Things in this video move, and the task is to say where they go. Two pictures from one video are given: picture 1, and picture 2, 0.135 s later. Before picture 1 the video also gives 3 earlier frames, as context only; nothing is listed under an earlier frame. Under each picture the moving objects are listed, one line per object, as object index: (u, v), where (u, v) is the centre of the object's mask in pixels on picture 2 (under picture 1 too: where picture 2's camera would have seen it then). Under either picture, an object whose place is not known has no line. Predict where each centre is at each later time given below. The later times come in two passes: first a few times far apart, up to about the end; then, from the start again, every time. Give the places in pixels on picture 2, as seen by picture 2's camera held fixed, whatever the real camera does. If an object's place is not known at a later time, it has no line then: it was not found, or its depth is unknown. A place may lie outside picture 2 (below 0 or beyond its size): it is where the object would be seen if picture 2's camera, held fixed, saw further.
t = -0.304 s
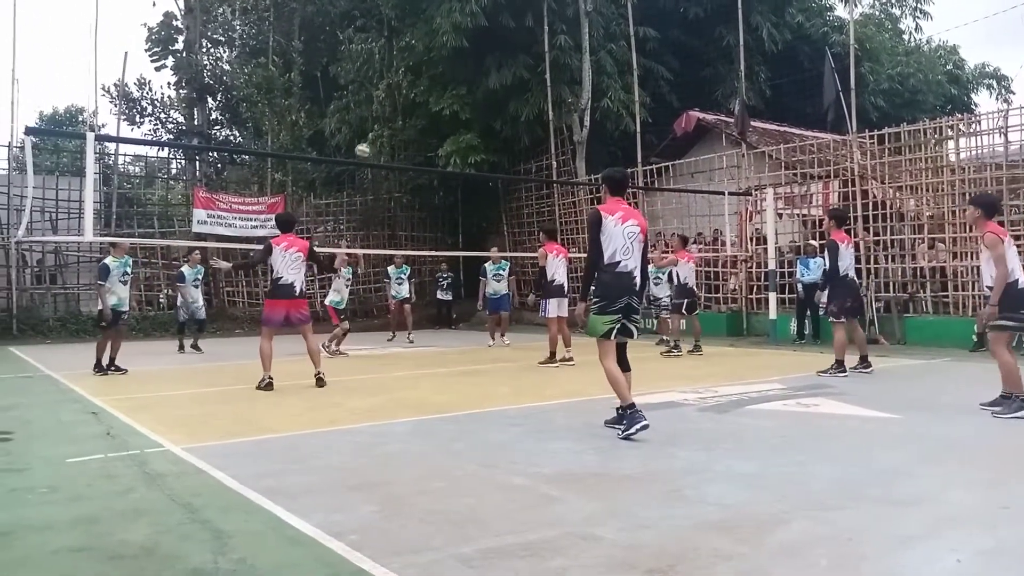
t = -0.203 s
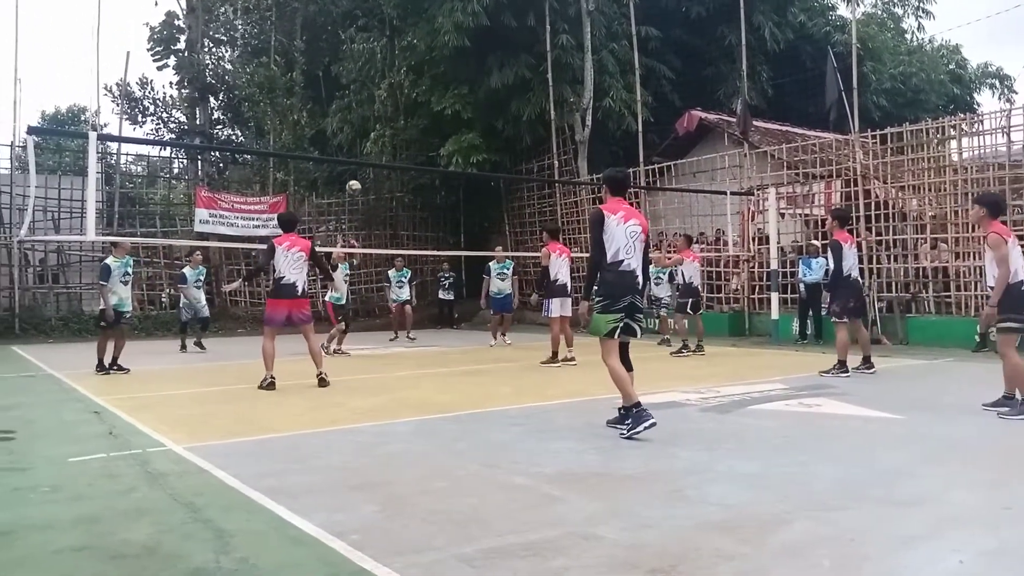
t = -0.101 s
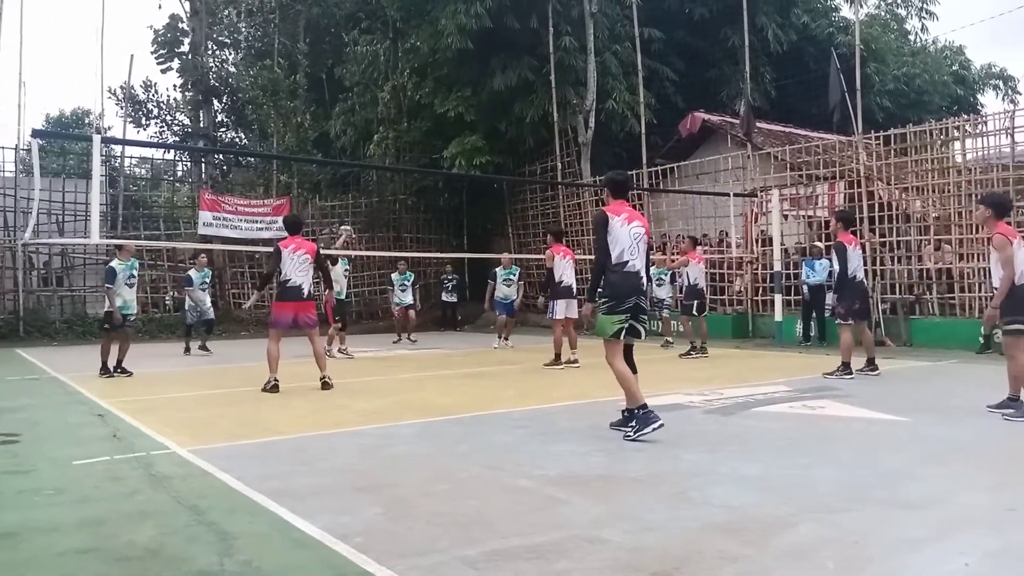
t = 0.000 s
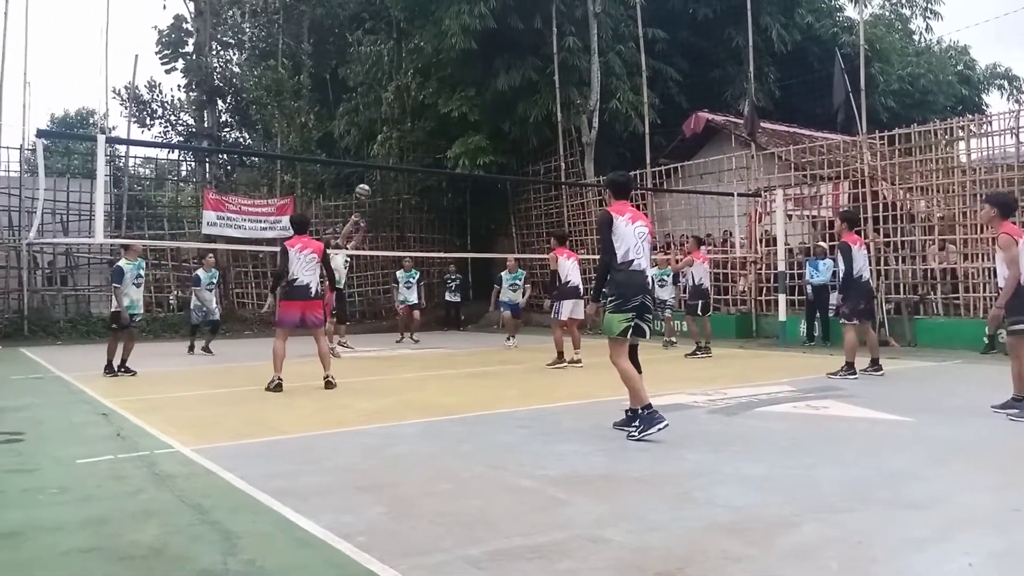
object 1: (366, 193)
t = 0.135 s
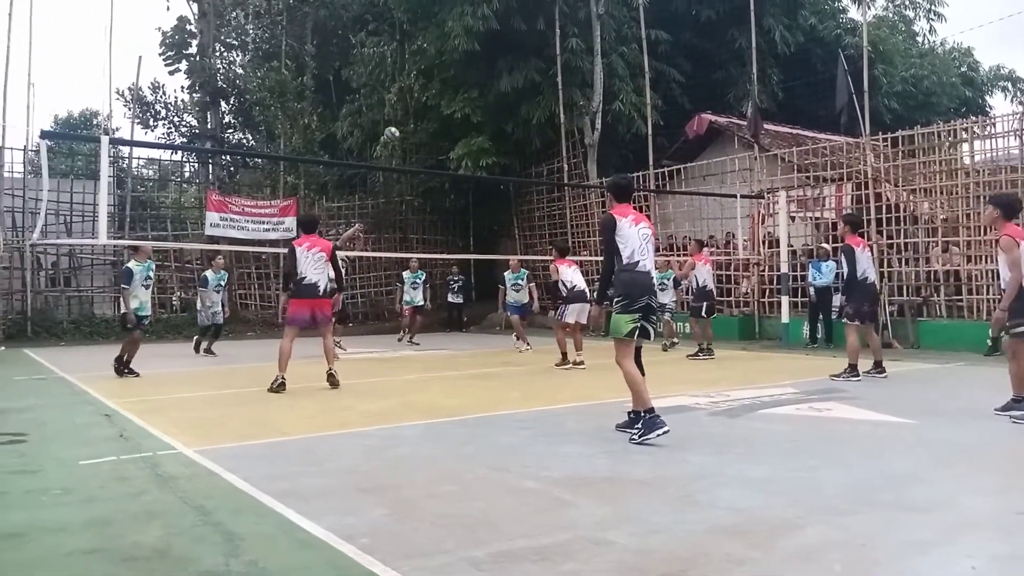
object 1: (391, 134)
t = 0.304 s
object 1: (424, 78)
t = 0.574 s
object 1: (473, 30)
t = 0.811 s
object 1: (515, 29)
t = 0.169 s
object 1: (398, 121)
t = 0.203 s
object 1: (404, 109)
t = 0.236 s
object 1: (410, 98)
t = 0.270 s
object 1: (417, 88)
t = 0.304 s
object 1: (424, 78)
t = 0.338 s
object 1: (429, 70)
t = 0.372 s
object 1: (436, 62)
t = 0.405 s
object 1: (442, 55)
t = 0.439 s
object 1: (448, 49)
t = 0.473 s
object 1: (454, 43)
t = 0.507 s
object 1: (460, 37)
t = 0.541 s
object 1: (466, 34)
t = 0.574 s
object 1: (473, 30)
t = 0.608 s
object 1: (479, 28)
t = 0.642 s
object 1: (485, 26)
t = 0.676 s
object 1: (491, 25)
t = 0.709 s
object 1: (497, 25)
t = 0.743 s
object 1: (503, 26)
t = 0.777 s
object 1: (509, 27)
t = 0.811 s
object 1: (515, 29)
